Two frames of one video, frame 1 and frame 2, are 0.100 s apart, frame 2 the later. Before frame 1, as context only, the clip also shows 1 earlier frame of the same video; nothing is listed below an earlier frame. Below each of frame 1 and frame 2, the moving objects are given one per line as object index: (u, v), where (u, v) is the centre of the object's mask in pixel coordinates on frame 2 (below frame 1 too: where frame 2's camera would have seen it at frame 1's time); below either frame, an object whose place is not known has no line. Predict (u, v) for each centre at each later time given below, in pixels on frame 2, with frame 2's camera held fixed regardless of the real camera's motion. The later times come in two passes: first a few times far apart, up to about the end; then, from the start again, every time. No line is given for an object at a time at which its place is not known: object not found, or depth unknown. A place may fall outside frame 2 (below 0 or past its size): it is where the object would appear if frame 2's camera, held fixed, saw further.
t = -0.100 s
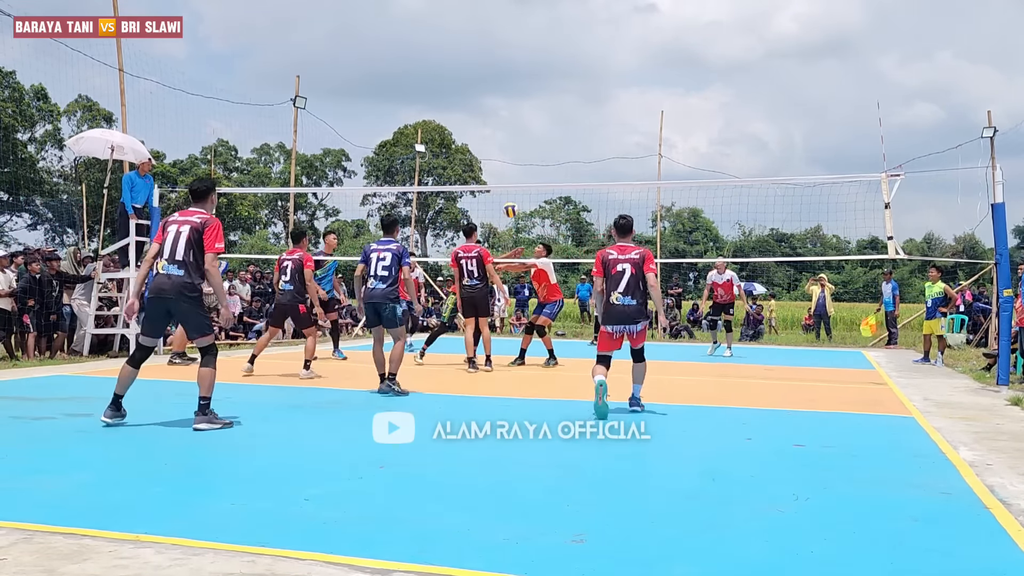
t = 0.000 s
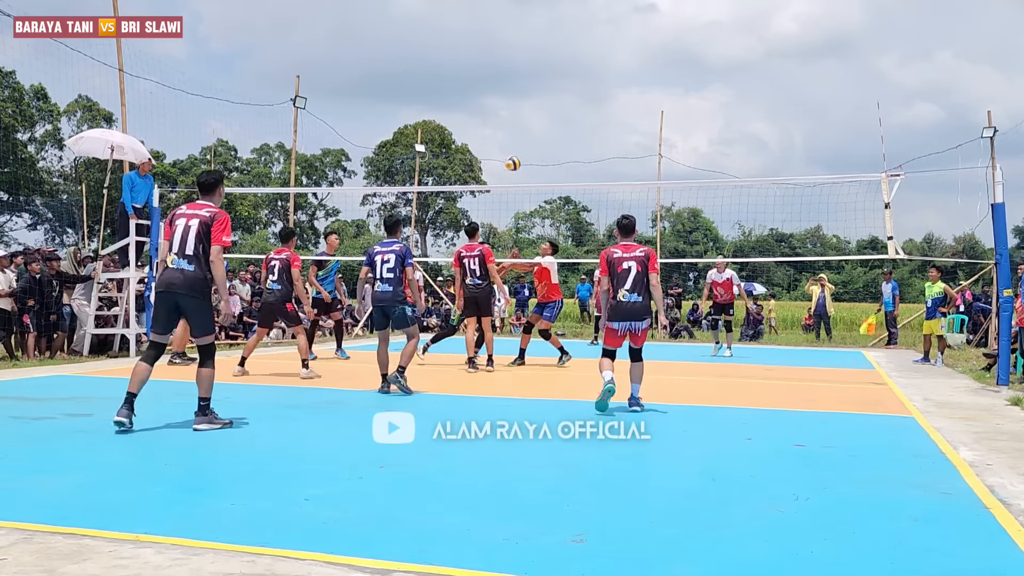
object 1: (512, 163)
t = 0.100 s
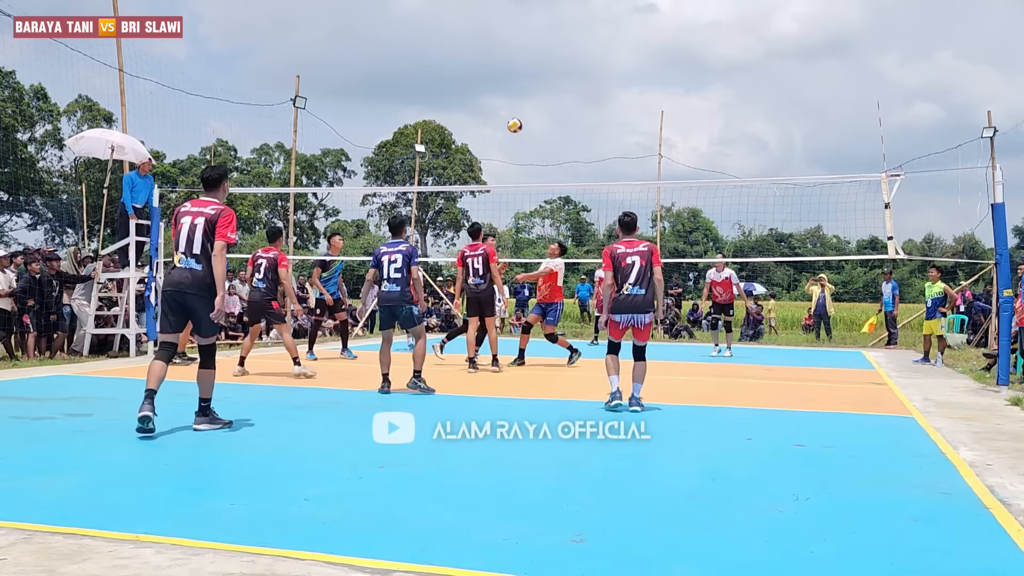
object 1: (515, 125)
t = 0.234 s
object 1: (518, 86)
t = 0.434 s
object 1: (522, 50)
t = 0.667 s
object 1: (528, 46)
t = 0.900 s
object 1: (533, 76)
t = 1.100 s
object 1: (539, 127)
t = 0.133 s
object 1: (515, 114)
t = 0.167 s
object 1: (516, 104)
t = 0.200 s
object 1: (517, 94)
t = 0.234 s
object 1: (518, 86)
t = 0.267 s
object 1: (519, 78)
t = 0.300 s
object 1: (520, 71)
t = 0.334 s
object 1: (520, 64)
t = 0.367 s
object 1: (521, 58)
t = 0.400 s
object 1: (521, 54)
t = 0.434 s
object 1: (522, 50)
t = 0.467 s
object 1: (522, 47)
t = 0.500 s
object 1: (522, 45)
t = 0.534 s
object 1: (523, 44)
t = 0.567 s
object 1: (524, 44)
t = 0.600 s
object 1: (525, 44)
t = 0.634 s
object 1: (526, 45)
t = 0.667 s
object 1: (528, 46)
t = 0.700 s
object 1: (528, 49)
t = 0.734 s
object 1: (529, 51)
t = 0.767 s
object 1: (530, 55)
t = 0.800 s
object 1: (531, 59)
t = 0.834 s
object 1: (531, 64)
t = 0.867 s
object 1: (532, 70)
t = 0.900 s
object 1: (533, 76)
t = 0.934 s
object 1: (534, 83)
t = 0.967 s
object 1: (535, 91)
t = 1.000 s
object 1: (536, 99)
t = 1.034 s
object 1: (537, 108)
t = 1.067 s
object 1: (538, 117)
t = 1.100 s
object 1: (539, 127)
